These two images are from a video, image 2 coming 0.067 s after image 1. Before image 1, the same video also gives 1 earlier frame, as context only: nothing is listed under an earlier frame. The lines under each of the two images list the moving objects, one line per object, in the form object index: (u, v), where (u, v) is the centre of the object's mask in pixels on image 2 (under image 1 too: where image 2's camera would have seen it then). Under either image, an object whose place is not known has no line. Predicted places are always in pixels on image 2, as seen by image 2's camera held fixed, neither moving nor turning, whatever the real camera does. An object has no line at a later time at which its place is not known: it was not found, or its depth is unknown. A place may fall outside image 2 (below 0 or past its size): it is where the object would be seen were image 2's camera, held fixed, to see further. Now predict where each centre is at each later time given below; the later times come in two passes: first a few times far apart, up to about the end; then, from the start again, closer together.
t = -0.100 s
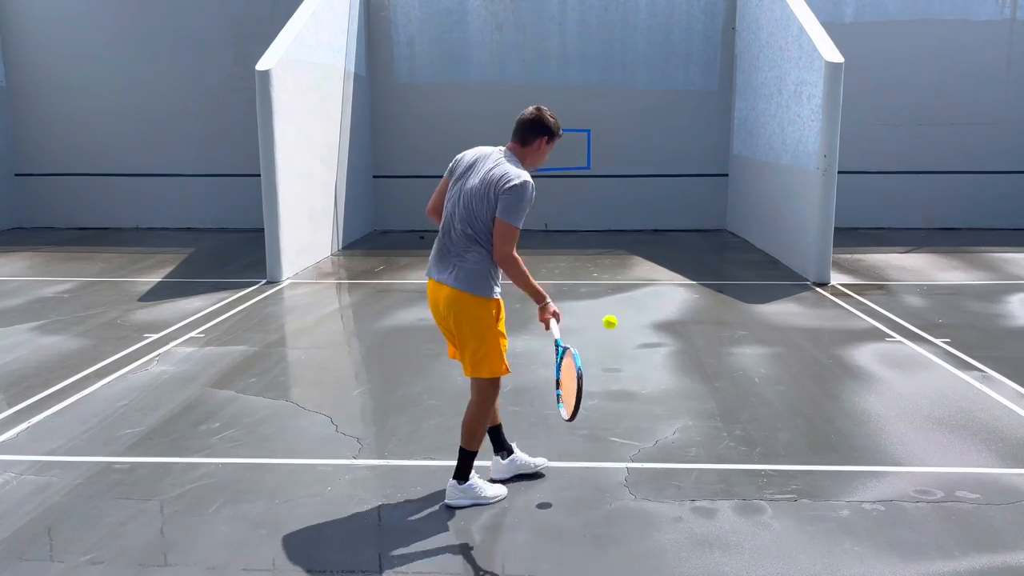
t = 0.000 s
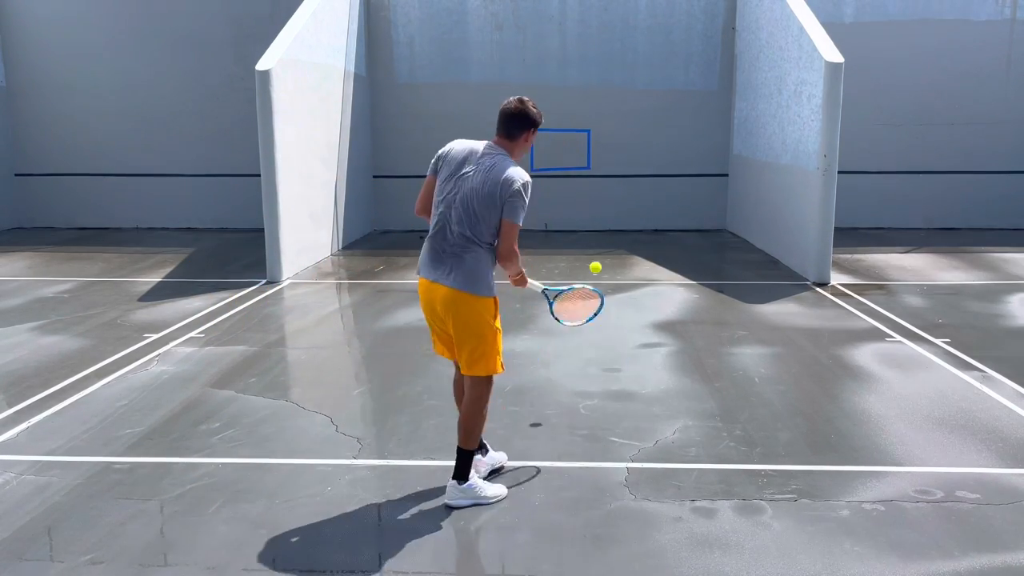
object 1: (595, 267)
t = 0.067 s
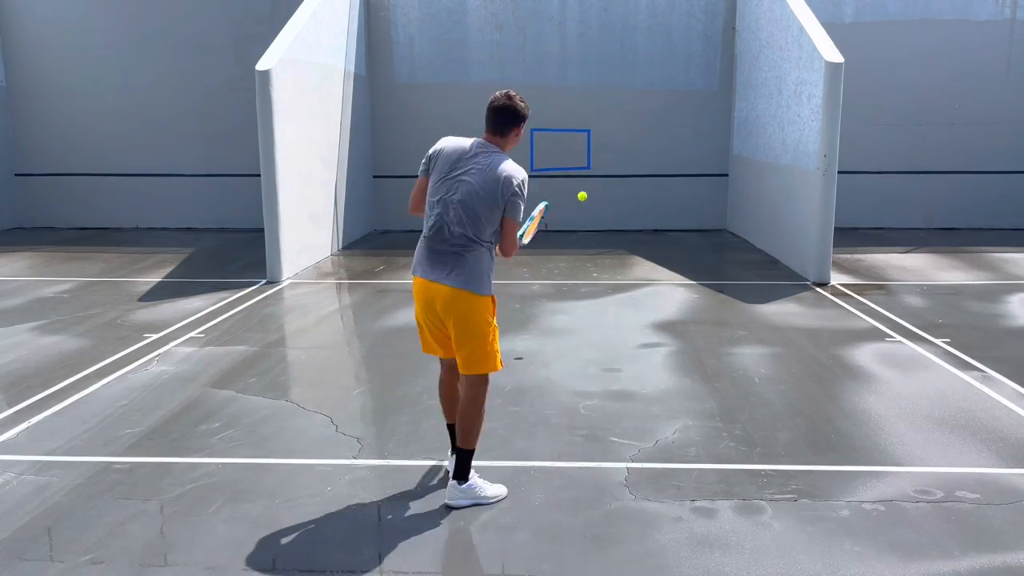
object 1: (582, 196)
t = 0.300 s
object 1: (564, 116)
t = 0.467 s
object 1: (557, 109)
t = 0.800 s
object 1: (529, 146)
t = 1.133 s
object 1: (478, 339)
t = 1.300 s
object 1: (460, 275)
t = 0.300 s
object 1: (564, 116)
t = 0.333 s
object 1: (563, 113)
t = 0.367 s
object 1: (562, 112)
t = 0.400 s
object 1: (561, 111)
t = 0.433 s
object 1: (559, 110)
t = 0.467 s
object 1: (557, 109)
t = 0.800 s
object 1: (529, 146)
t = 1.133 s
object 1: (478, 339)
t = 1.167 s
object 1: (475, 325)
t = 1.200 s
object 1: (471, 312)
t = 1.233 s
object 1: (467, 299)
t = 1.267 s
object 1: (464, 286)
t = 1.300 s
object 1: (460, 275)
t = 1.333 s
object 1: (455, 265)
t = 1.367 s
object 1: (451, 256)
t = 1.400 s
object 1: (446, 248)
